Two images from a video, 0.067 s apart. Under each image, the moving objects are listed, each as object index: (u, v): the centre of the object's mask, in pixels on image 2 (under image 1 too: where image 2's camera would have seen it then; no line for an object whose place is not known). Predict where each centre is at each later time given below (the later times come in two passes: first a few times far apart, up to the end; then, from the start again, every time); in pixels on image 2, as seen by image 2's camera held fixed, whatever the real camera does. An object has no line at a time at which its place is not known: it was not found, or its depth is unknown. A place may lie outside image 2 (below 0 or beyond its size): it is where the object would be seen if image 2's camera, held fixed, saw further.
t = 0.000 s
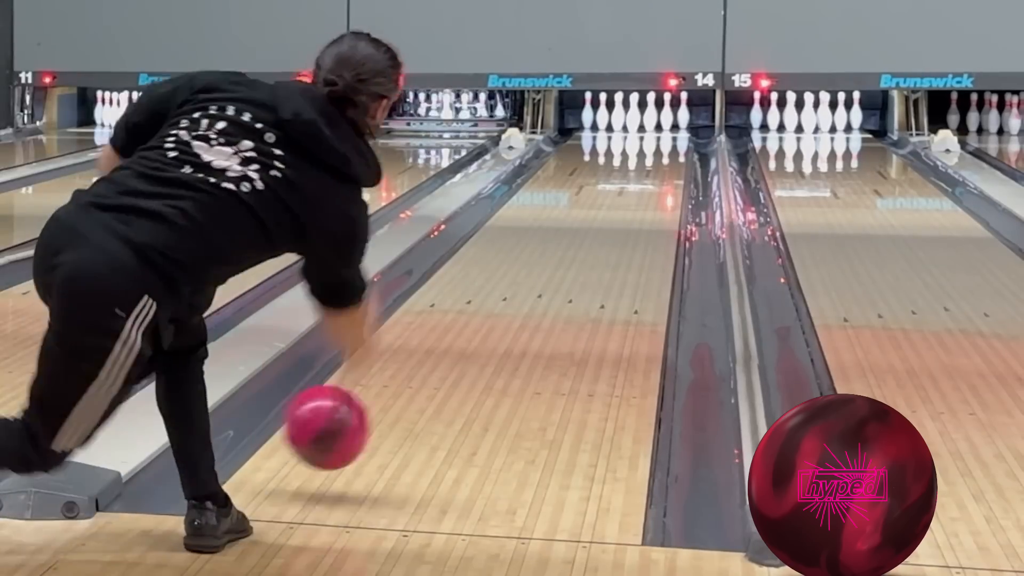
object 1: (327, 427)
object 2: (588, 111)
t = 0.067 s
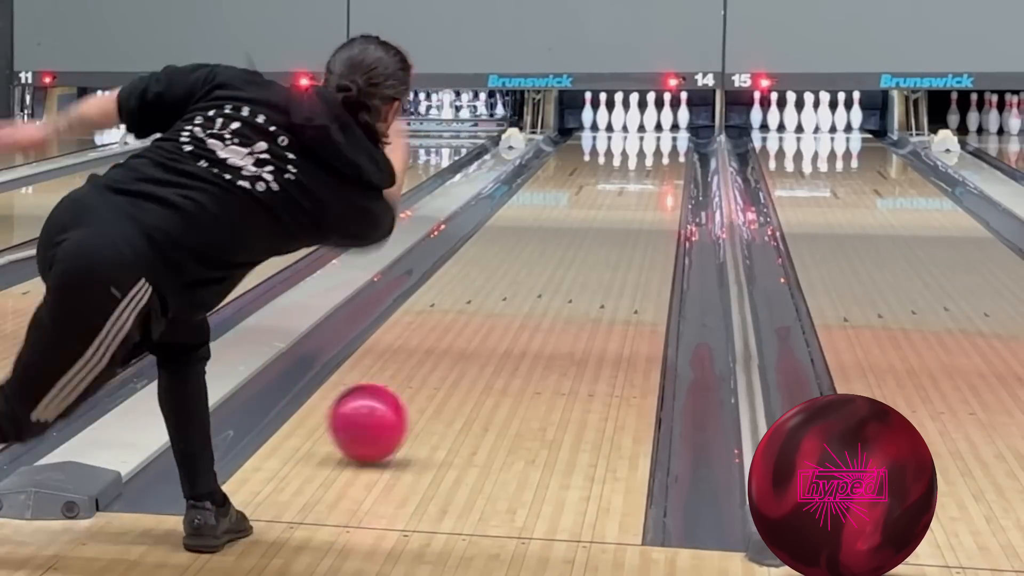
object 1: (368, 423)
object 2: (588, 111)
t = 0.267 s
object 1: (462, 351)
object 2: (588, 111)
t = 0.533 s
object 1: (544, 285)
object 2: (588, 111)
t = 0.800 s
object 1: (597, 242)
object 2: (588, 111)
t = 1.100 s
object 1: (637, 206)
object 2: (588, 111)
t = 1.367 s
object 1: (660, 182)
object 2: (588, 111)
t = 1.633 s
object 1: (671, 164)
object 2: (588, 111)
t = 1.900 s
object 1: (674, 149)
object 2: (588, 111)
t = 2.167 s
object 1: (667, 137)
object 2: (588, 111)
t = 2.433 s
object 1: (650, 128)
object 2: (588, 111)
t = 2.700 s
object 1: (637, 120)
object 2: (586, 110)
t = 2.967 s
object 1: (633, 117)
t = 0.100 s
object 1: (386, 411)
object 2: (588, 111)
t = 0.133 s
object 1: (404, 398)
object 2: (588, 111)
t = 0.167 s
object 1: (420, 386)
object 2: (588, 111)
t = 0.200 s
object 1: (435, 373)
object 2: (588, 111)
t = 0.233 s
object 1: (449, 362)
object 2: (588, 111)
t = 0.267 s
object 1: (462, 351)
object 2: (588, 111)
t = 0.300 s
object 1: (474, 341)
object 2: (588, 111)
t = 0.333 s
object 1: (486, 331)
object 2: (588, 111)
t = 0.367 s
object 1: (497, 322)
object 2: (588, 111)
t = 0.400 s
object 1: (508, 316)
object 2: (588, 111)
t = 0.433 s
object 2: (588, 111)
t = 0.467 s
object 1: (527, 299)
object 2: (588, 111)
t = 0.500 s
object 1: (535, 292)
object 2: (588, 111)
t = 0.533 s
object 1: (544, 285)
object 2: (588, 111)
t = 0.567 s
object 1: (552, 279)
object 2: (588, 111)
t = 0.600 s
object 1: (559, 273)
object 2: (588, 111)
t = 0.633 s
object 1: (566, 267)
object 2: (588, 111)
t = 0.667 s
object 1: (573, 262)
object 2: (588, 111)
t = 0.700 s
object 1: (579, 257)
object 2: (588, 111)
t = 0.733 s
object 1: (586, 252)
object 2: (588, 111)
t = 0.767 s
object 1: (591, 247)
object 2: (588, 111)
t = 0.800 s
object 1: (597, 242)
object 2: (588, 111)
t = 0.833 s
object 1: (602, 237)
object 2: (588, 111)
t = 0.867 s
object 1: (607, 233)
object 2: (588, 111)
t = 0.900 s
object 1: (612, 229)
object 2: (588, 111)
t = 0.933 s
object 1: (617, 224)
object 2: (588, 111)
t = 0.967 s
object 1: (621, 220)
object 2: (588, 111)
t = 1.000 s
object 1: (625, 217)
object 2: (588, 111)
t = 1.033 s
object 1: (629, 213)
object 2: (588, 111)
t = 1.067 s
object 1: (633, 209)
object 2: (588, 111)
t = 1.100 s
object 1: (637, 206)
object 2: (588, 111)
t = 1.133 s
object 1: (640, 203)
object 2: (588, 111)
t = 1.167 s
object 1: (644, 200)
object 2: (588, 111)
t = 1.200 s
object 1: (646, 197)
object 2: (588, 111)
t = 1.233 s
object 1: (649, 194)
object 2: (588, 111)
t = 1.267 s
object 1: (652, 191)
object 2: (588, 111)
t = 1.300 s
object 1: (655, 187)
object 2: (588, 111)
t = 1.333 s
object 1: (657, 185)
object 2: (588, 111)
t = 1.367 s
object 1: (660, 182)
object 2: (588, 111)
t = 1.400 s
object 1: (661, 180)
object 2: (588, 111)
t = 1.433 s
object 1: (663, 178)
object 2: (588, 111)
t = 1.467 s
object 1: (665, 175)
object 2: (588, 111)
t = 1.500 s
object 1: (666, 173)
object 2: (588, 111)
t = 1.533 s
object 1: (667, 170)
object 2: (588, 111)
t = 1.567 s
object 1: (669, 168)
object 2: (588, 111)
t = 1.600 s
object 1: (670, 166)
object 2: (588, 111)
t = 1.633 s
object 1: (671, 164)
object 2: (588, 111)
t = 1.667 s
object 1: (672, 162)
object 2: (588, 111)
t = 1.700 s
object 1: (672, 161)
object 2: (588, 111)
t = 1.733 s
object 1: (674, 158)
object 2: (588, 111)
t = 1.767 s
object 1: (674, 156)
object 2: (588, 111)
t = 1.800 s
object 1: (675, 154)
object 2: (588, 111)
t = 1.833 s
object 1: (674, 153)
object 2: (588, 111)
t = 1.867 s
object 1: (674, 151)
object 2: (588, 111)
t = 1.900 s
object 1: (674, 149)
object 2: (588, 111)
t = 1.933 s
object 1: (674, 147)
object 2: (588, 111)
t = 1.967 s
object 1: (673, 146)
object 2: (588, 111)
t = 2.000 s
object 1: (673, 144)
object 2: (588, 111)
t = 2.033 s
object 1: (672, 142)
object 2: (588, 111)
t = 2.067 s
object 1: (671, 141)
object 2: (588, 111)
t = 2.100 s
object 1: (669, 139)
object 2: (588, 111)
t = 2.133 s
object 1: (668, 138)
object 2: (588, 111)
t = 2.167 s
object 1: (667, 137)
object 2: (588, 111)
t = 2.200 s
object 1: (665, 136)
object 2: (588, 111)
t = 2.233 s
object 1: (663, 135)
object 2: (588, 111)
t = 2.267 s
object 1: (662, 133)
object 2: (588, 111)
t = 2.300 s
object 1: (659, 132)
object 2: (588, 111)
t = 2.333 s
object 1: (657, 131)
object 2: (588, 111)
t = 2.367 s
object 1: (654, 130)
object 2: (588, 111)
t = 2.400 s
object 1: (652, 129)
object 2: (588, 111)
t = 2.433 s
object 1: (650, 128)
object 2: (588, 111)
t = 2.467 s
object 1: (648, 126)
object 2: (588, 111)
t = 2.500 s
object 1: (646, 125)
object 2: (588, 111)
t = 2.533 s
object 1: (643, 124)
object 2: (588, 111)
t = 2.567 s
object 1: (641, 123)
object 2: (588, 111)
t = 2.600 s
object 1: (639, 123)
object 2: (588, 111)
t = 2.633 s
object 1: (640, 122)
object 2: (588, 111)
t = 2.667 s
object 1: (638, 121)
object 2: (587, 110)
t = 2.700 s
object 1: (637, 120)
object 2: (586, 110)
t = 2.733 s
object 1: (637, 120)
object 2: (585, 119)
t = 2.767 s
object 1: (636, 120)
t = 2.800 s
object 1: (636, 119)
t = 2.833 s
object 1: (636, 118)
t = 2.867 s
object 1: (635, 118)
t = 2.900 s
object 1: (634, 118)
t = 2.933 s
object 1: (633, 118)
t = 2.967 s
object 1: (633, 117)
